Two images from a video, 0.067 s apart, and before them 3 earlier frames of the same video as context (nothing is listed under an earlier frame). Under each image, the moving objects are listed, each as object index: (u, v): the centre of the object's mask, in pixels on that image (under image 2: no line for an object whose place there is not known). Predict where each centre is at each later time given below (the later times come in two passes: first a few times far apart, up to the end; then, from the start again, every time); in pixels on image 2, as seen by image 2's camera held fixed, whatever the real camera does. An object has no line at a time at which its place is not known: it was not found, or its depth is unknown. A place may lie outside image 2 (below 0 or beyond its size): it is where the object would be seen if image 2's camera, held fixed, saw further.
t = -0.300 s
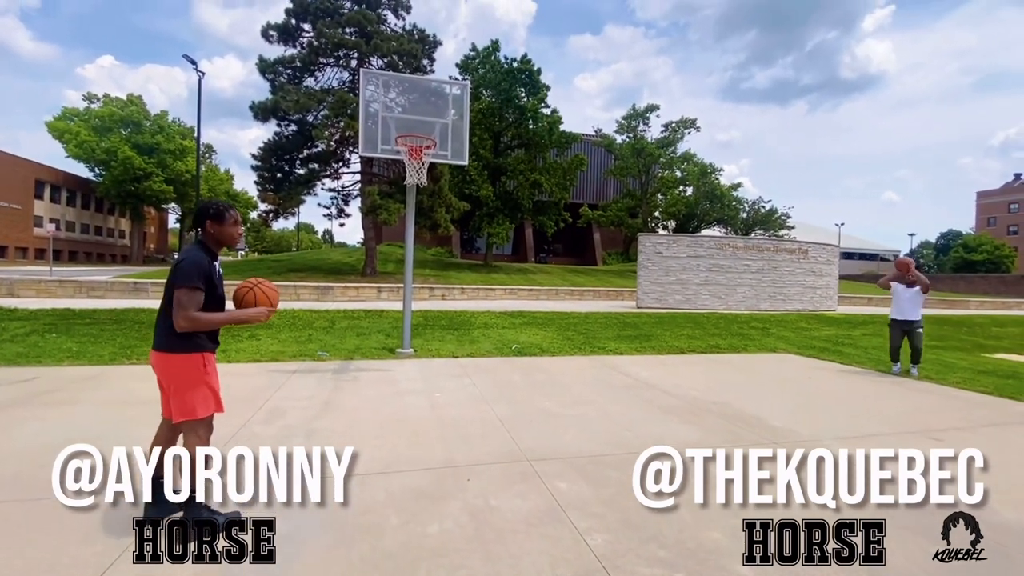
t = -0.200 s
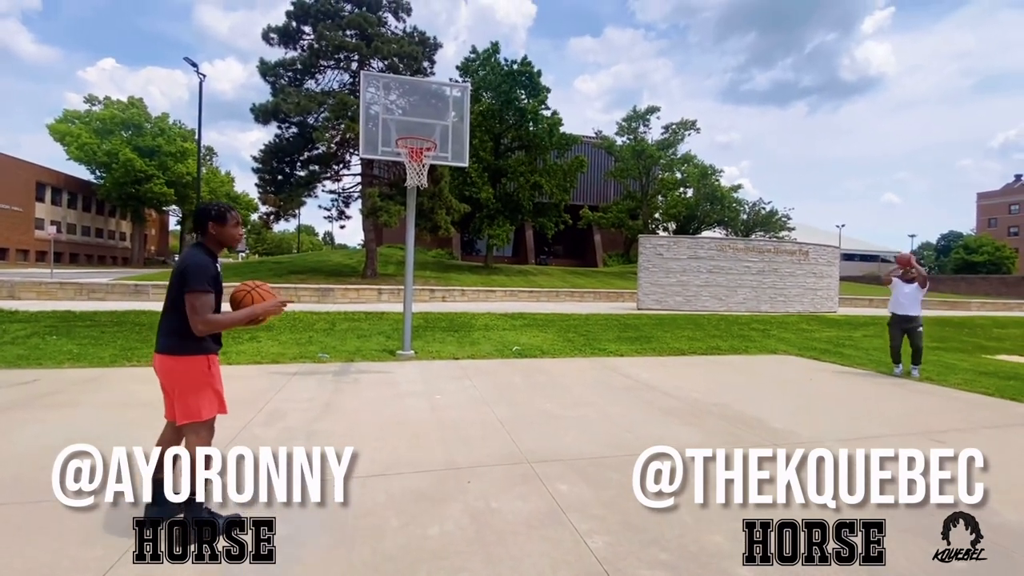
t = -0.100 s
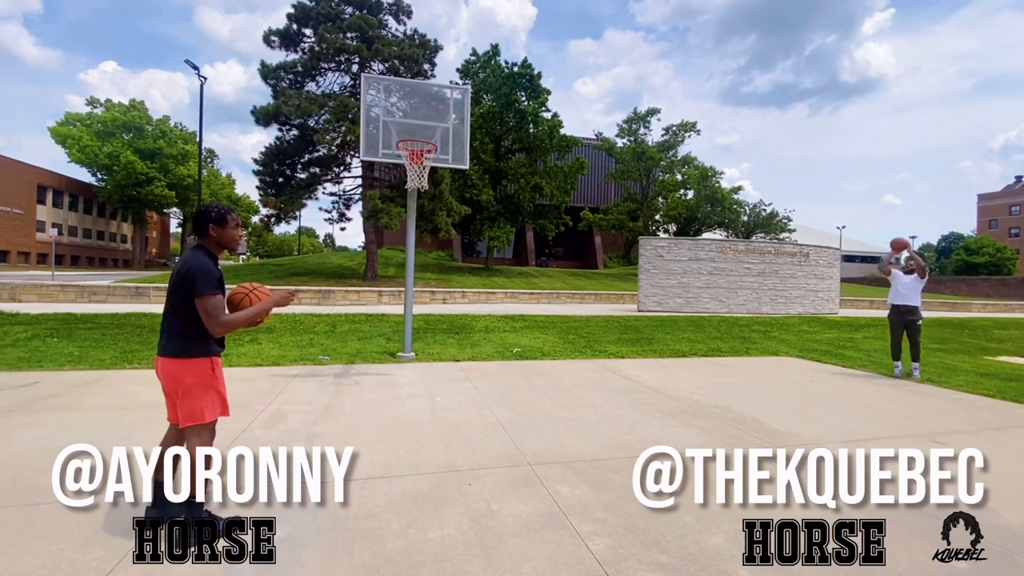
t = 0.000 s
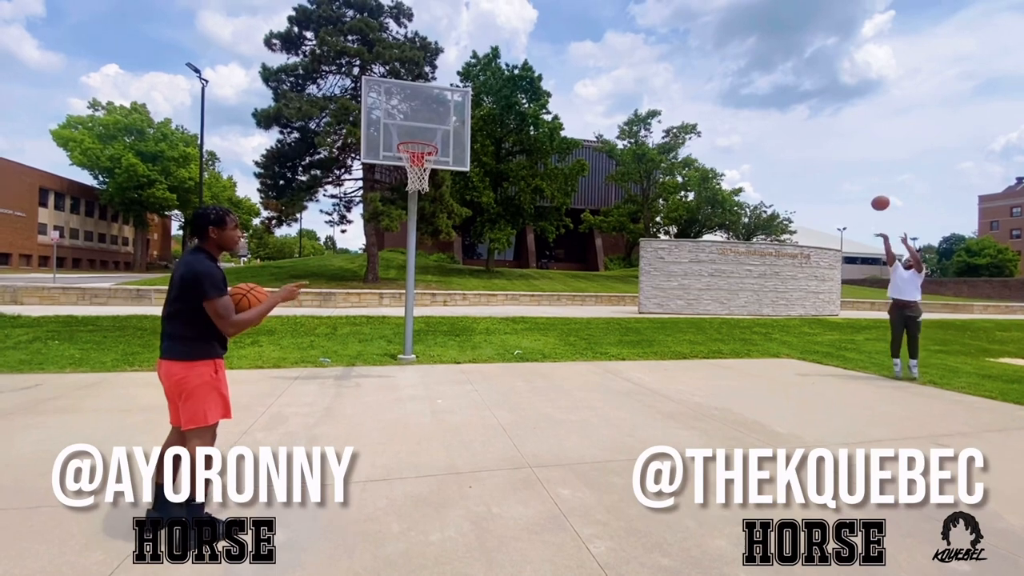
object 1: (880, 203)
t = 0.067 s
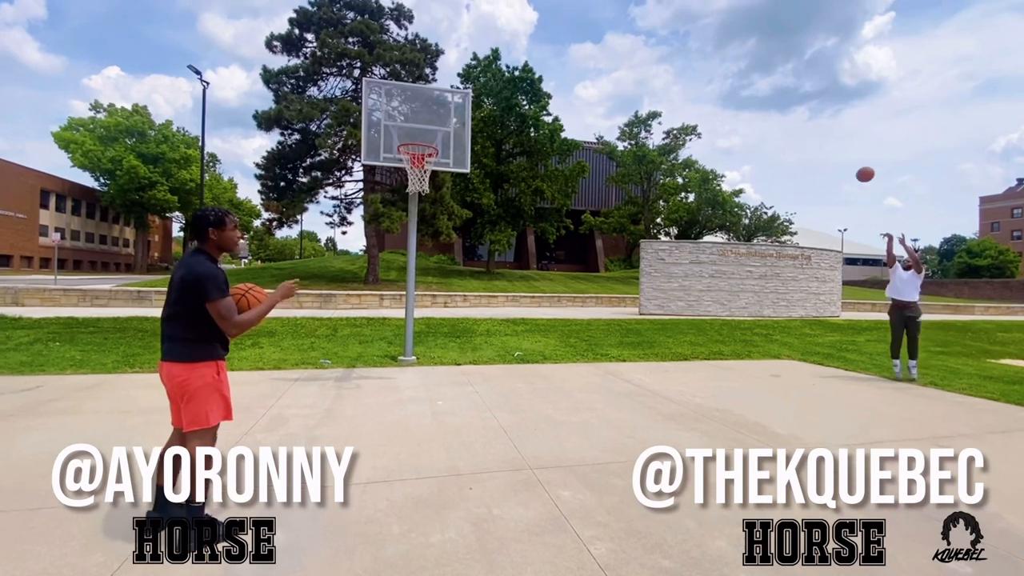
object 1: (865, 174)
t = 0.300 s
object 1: (806, 90)
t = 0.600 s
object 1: (721, 28)
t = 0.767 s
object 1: (670, 20)
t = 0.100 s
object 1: (857, 161)
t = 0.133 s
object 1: (849, 147)
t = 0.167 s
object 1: (840, 135)
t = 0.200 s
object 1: (832, 123)
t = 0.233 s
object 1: (823, 111)
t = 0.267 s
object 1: (815, 101)
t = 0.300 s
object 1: (806, 90)
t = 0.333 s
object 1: (797, 81)
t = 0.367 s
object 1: (788, 71)
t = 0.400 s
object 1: (779, 63)
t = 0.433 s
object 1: (770, 56)
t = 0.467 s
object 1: (760, 49)
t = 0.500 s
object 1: (751, 43)
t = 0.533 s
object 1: (741, 37)
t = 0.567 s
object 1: (731, 33)
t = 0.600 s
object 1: (721, 28)
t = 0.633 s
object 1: (711, 25)
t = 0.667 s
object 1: (701, 23)
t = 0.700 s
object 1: (691, 21)
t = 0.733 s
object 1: (680, 20)
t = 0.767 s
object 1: (670, 20)
